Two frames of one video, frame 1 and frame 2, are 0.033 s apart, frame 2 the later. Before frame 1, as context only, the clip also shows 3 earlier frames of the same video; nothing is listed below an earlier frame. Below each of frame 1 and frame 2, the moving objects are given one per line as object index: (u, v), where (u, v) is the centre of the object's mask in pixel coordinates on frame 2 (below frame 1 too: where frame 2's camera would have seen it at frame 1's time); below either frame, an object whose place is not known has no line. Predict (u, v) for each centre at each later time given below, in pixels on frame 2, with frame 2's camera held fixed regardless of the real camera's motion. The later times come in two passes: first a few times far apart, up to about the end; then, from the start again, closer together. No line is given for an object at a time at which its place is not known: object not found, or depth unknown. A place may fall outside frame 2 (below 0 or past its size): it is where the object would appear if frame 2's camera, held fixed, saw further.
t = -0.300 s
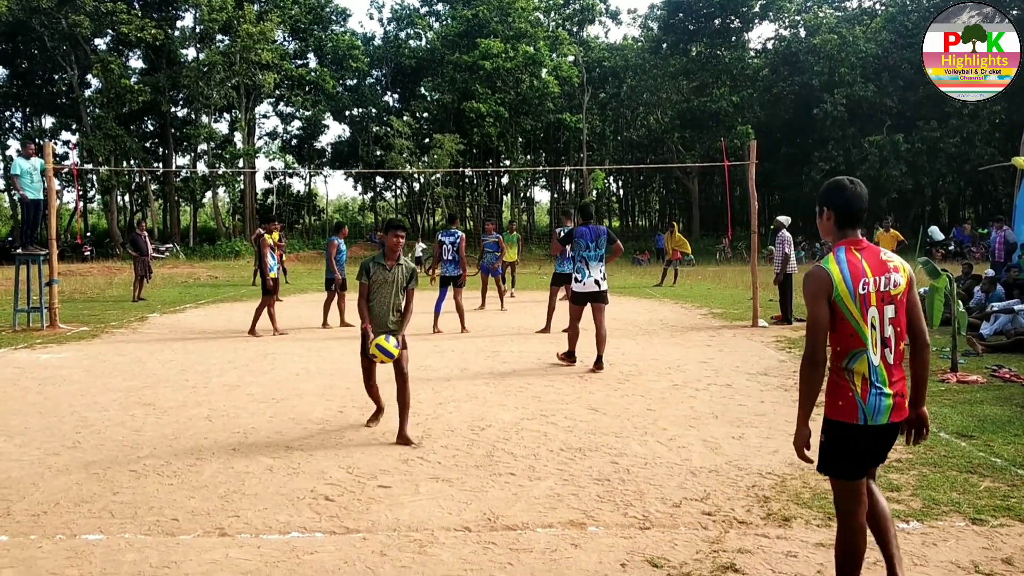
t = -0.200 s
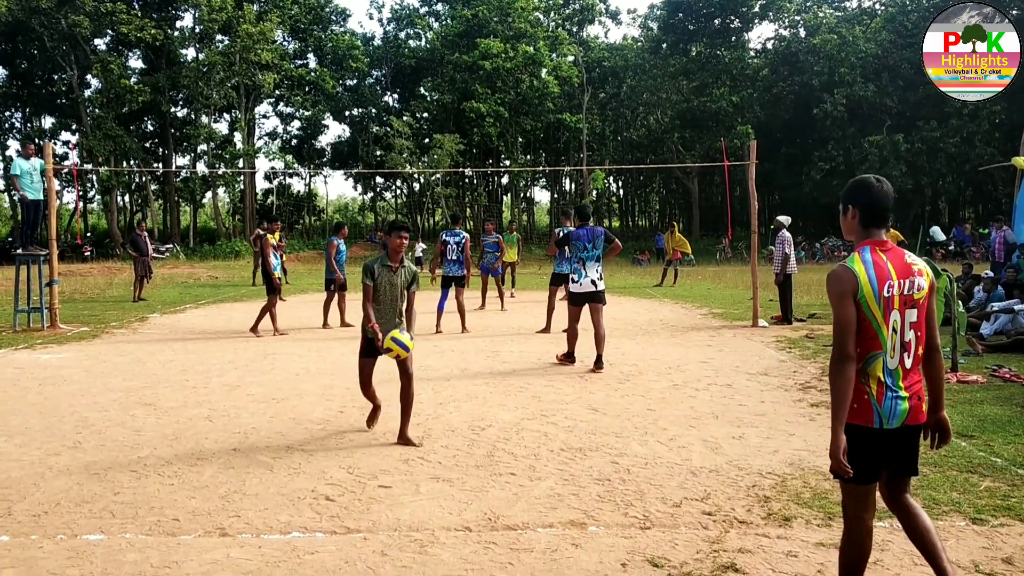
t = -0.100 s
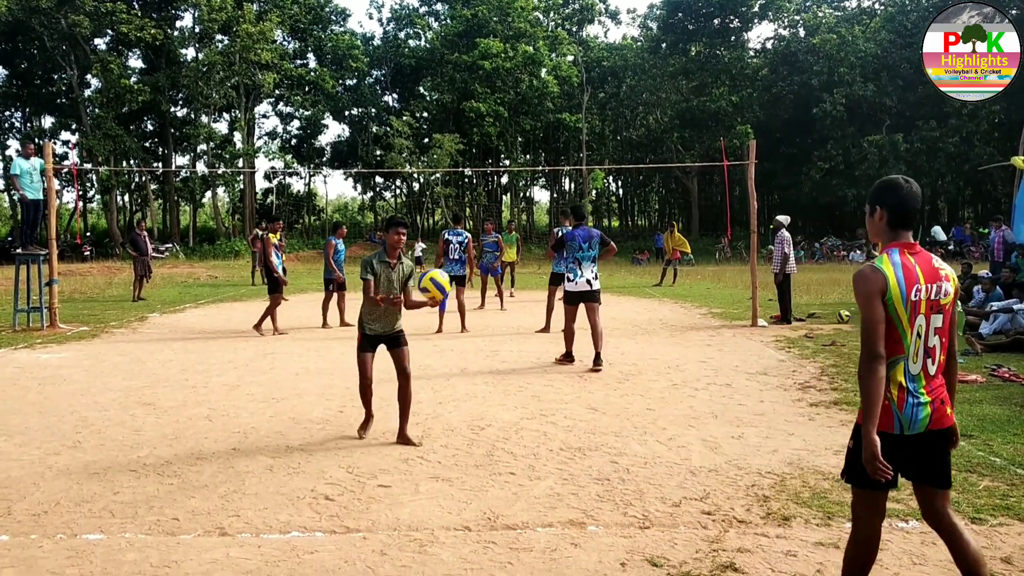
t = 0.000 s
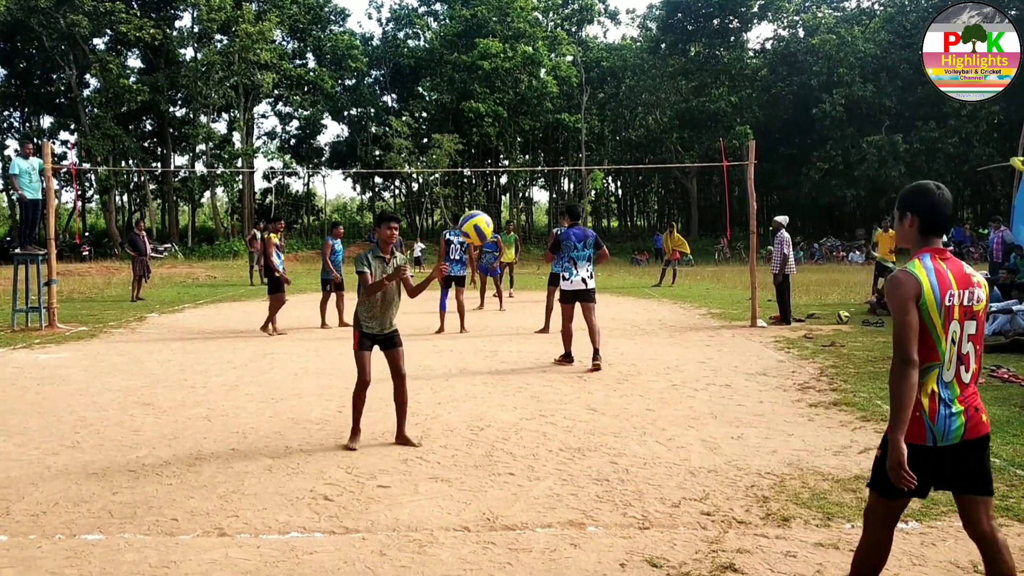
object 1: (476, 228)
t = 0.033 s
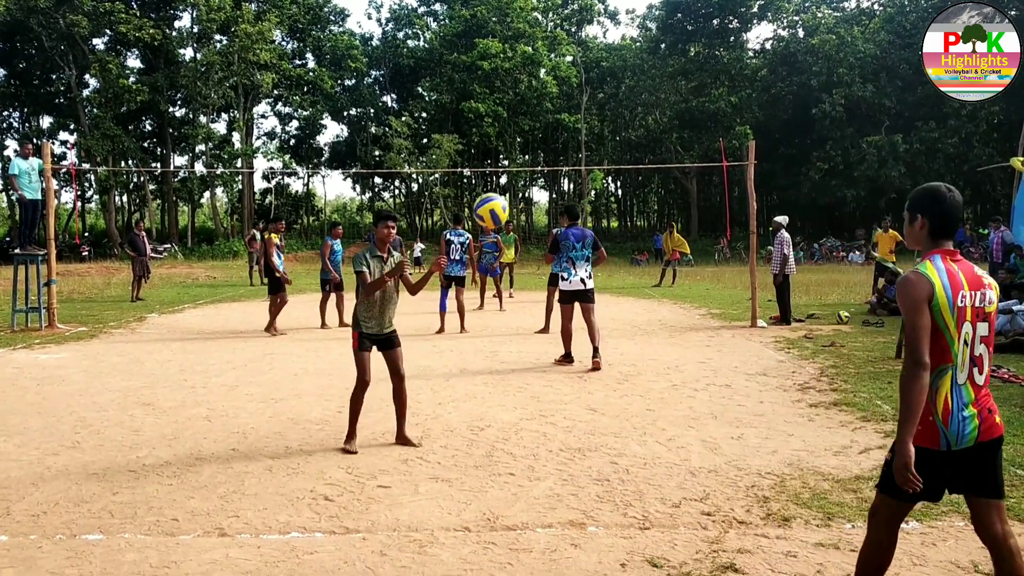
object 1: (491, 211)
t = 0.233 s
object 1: (599, 134)
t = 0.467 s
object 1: (777, 123)
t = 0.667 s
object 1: (1000, 233)
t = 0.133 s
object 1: (541, 166)
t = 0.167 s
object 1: (559, 154)
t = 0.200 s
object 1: (578, 143)
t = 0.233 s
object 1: (599, 134)
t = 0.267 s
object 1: (620, 126)
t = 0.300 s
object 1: (642, 120)
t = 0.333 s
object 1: (666, 116)
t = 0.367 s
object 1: (692, 114)
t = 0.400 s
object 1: (718, 115)
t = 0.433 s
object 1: (747, 118)
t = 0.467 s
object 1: (777, 123)
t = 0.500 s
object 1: (809, 132)
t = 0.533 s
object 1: (843, 145)
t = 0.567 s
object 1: (879, 160)
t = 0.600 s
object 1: (917, 180)
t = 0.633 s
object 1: (958, 203)
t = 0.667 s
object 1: (1000, 233)
